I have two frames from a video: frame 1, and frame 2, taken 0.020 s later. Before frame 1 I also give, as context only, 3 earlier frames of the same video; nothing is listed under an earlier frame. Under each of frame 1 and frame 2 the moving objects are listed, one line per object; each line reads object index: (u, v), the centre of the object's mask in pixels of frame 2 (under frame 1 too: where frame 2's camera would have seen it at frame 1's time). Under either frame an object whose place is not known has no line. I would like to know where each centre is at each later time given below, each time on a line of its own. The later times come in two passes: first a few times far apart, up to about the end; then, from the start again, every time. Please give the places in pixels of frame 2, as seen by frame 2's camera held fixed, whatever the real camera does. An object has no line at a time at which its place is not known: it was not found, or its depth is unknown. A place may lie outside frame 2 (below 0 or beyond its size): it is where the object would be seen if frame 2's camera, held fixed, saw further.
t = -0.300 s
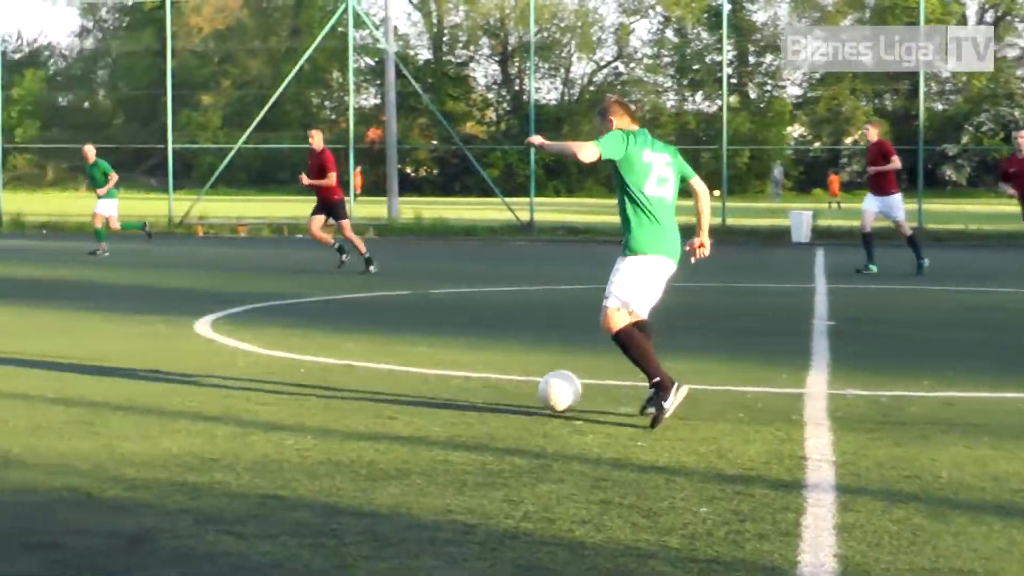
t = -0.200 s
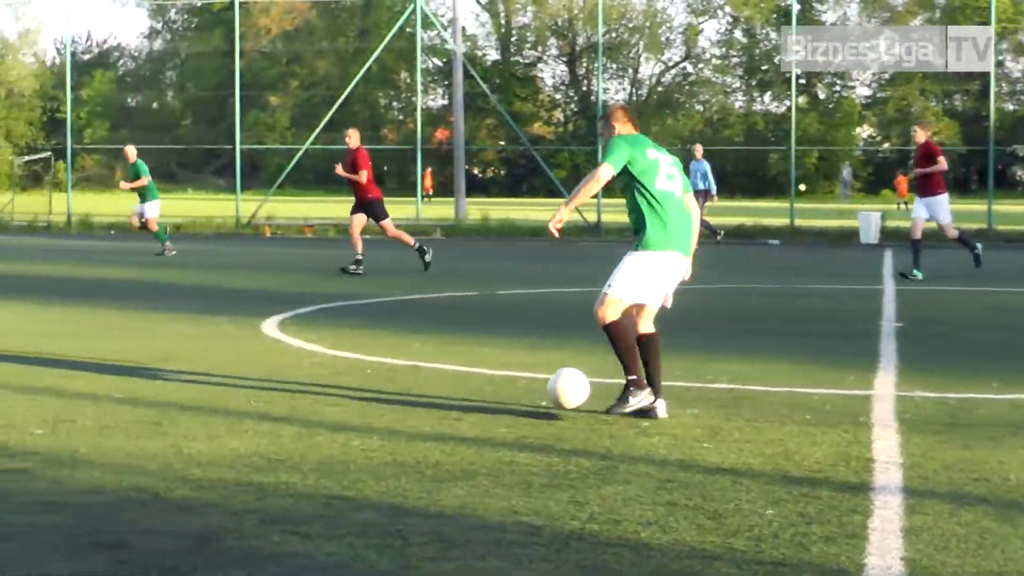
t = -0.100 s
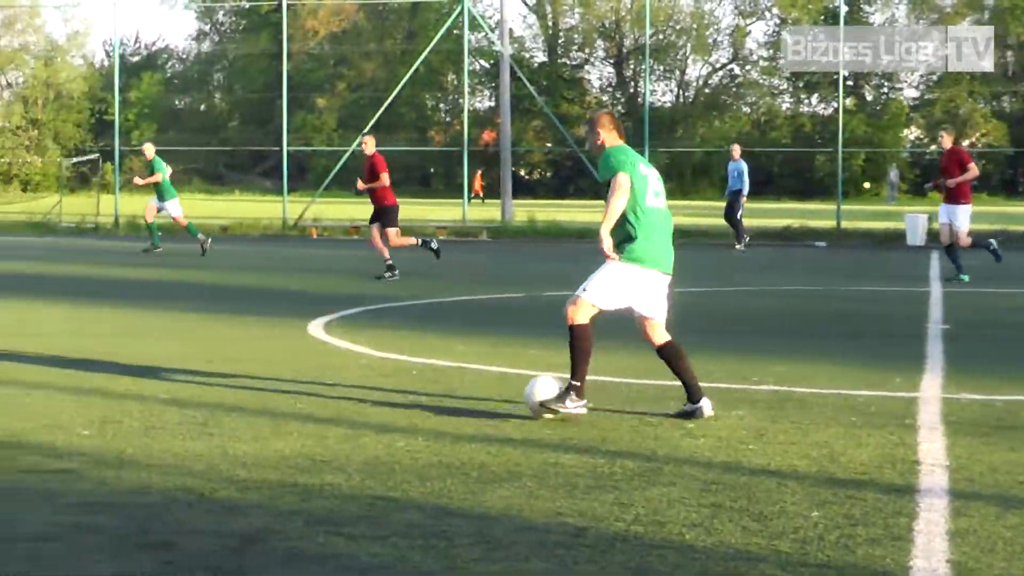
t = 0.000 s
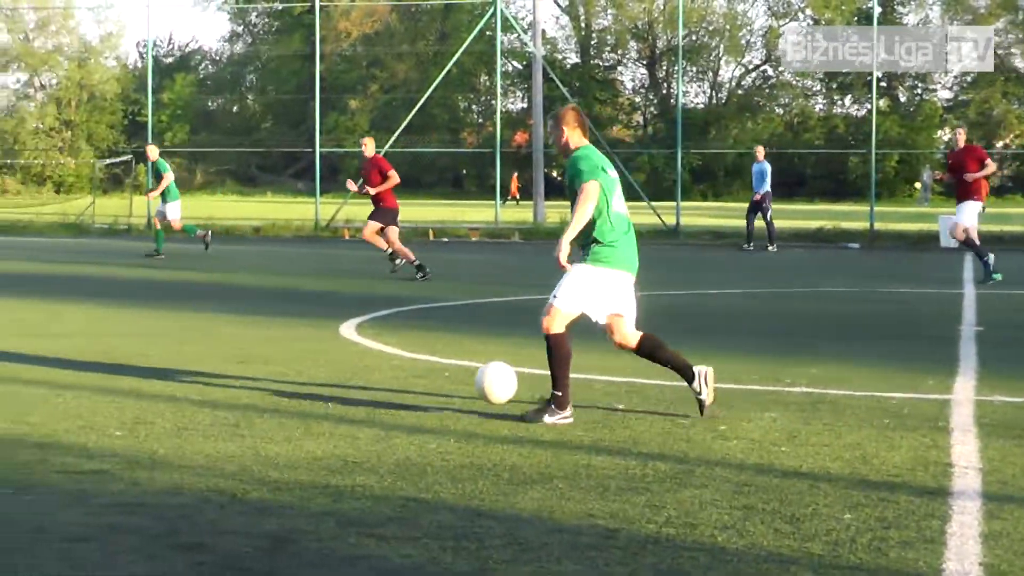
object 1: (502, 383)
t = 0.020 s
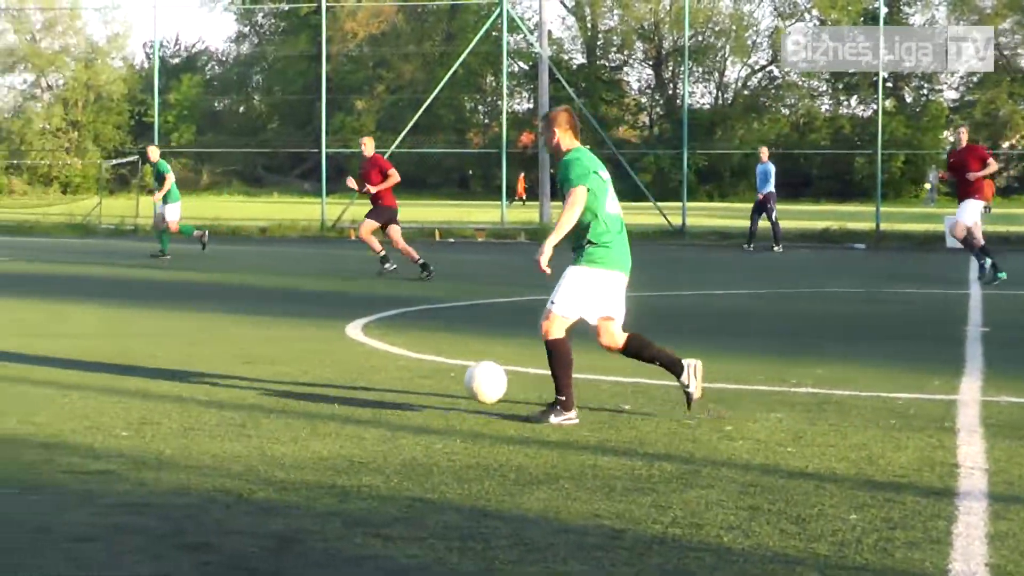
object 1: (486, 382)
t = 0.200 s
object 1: (347, 388)
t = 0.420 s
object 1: (189, 385)
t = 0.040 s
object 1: (470, 382)
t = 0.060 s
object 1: (454, 383)
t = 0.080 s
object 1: (438, 385)
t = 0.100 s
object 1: (423, 387)
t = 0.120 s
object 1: (407, 390)
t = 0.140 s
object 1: (392, 394)
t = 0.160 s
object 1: (377, 393)
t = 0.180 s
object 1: (361, 390)
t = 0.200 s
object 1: (347, 388)
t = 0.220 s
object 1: (332, 386)
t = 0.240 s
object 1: (318, 386)
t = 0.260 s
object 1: (303, 386)
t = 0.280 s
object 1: (289, 386)
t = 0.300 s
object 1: (275, 387)
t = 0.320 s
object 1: (260, 389)
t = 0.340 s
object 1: (246, 388)
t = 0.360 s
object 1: (232, 387)
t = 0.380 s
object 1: (217, 386)
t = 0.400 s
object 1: (203, 385)
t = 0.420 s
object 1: (189, 385)
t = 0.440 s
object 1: (176, 386)
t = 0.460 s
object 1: (162, 386)
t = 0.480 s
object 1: (148, 384)
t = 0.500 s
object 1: (133, 383)
